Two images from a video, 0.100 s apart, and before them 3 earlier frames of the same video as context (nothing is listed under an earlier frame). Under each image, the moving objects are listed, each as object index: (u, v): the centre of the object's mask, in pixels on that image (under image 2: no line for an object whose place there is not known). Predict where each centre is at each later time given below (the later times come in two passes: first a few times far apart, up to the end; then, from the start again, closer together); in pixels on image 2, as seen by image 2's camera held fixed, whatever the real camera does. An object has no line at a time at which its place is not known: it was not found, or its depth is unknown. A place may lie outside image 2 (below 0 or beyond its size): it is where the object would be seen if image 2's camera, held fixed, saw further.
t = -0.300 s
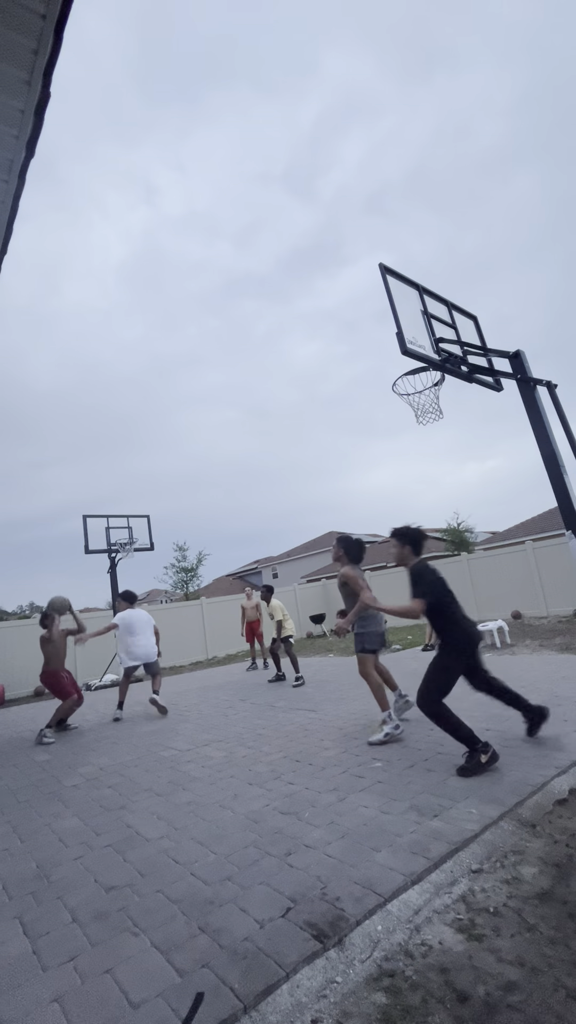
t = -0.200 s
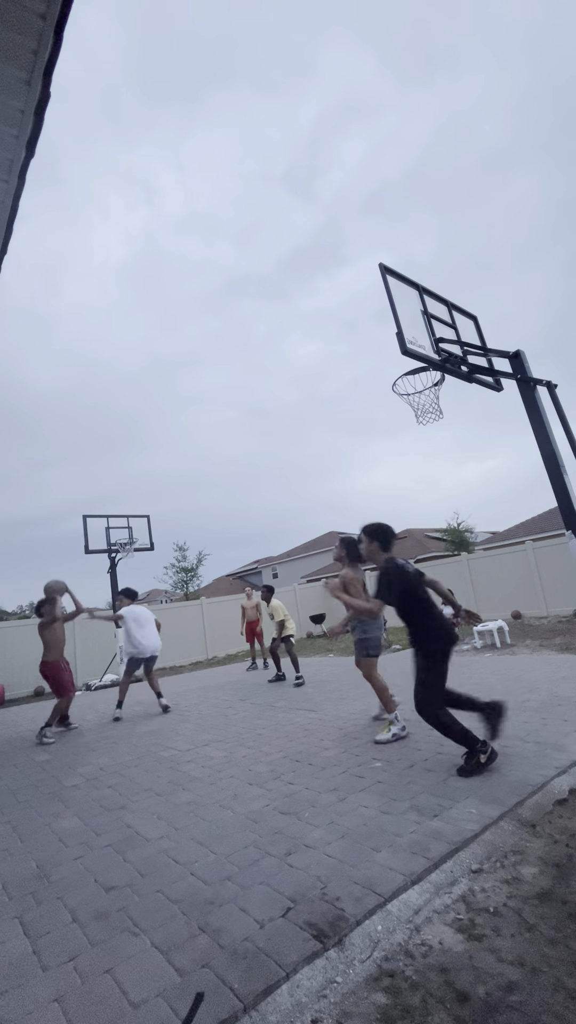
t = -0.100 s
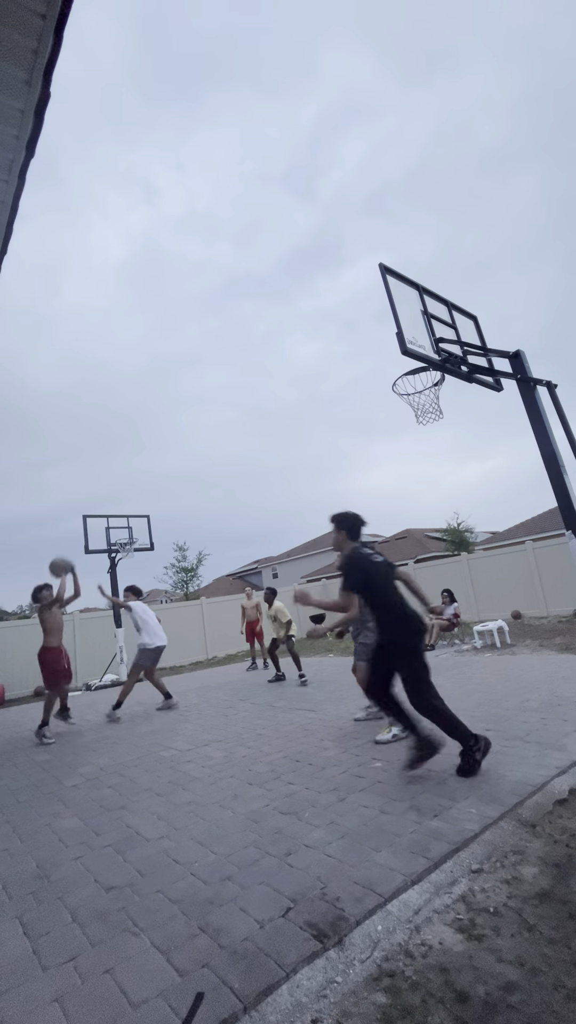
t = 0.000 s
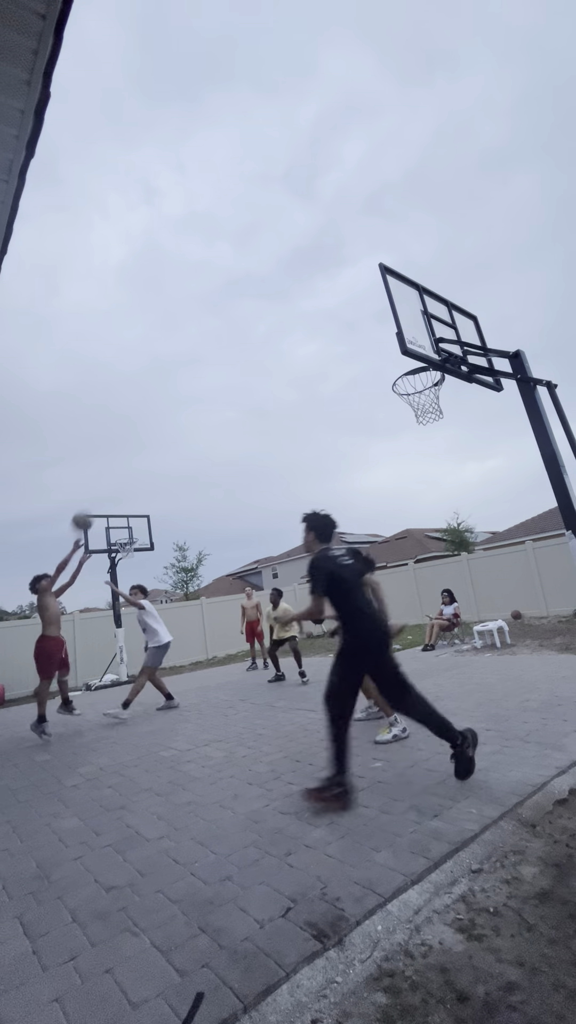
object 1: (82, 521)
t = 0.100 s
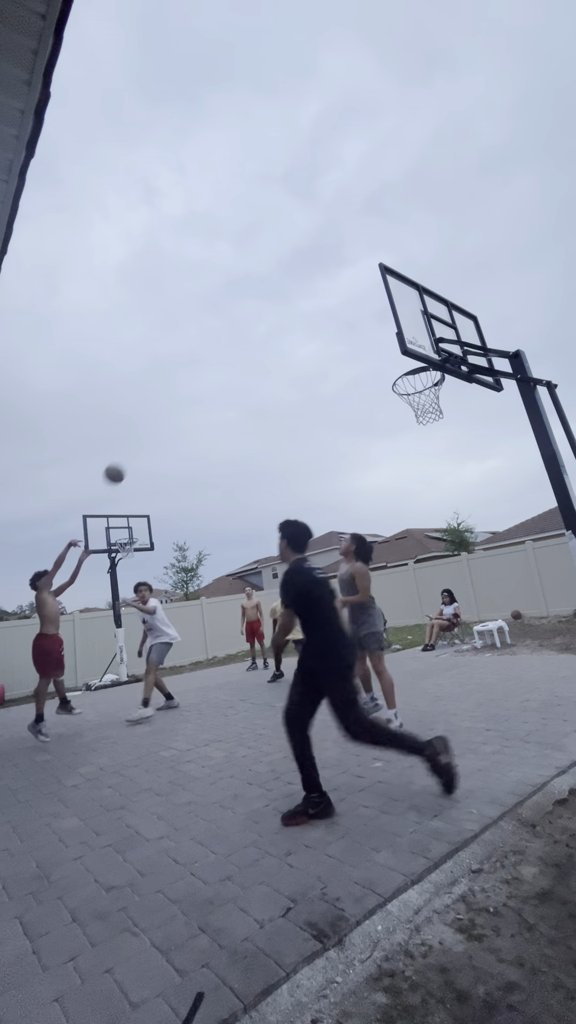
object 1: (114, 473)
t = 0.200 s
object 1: (147, 434)
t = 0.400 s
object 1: (218, 378)
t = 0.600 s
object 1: (298, 352)
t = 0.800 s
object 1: (390, 358)
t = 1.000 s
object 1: (386, 366)
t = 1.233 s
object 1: (303, 394)
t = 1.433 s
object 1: (240, 457)
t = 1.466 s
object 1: (230, 471)
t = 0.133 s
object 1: (125, 460)
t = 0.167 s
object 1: (136, 447)
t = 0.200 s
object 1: (147, 434)
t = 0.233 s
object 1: (159, 423)
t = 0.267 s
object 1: (170, 412)
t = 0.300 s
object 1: (182, 402)
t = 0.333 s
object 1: (194, 393)
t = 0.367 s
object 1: (206, 385)
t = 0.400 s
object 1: (218, 378)
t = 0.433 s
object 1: (231, 371)
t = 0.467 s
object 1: (243, 365)
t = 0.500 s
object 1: (256, 361)
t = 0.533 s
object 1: (270, 357)
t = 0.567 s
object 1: (283, 354)
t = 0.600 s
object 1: (298, 352)
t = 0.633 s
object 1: (312, 350)
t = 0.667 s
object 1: (327, 350)
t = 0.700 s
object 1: (342, 350)
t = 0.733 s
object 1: (358, 352)
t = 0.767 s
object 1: (374, 354)
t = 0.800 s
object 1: (390, 358)
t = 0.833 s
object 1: (407, 366)
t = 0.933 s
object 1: (412, 369)
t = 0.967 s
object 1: (399, 367)
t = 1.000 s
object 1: (386, 366)
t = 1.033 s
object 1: (374, 367)
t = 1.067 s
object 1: (361, 369)
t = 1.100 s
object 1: (349, 372)
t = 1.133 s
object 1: (337, 376)
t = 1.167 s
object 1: (326, 381)
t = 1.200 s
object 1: (314, 387)
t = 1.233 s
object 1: (303, 394)
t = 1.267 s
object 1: (292, 402)
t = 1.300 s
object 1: (281, 411)
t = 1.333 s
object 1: (271, 421)
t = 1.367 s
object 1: (260, 432)
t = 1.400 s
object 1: (250, 444)
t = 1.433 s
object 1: (240, 457)
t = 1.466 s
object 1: (230, 471)
